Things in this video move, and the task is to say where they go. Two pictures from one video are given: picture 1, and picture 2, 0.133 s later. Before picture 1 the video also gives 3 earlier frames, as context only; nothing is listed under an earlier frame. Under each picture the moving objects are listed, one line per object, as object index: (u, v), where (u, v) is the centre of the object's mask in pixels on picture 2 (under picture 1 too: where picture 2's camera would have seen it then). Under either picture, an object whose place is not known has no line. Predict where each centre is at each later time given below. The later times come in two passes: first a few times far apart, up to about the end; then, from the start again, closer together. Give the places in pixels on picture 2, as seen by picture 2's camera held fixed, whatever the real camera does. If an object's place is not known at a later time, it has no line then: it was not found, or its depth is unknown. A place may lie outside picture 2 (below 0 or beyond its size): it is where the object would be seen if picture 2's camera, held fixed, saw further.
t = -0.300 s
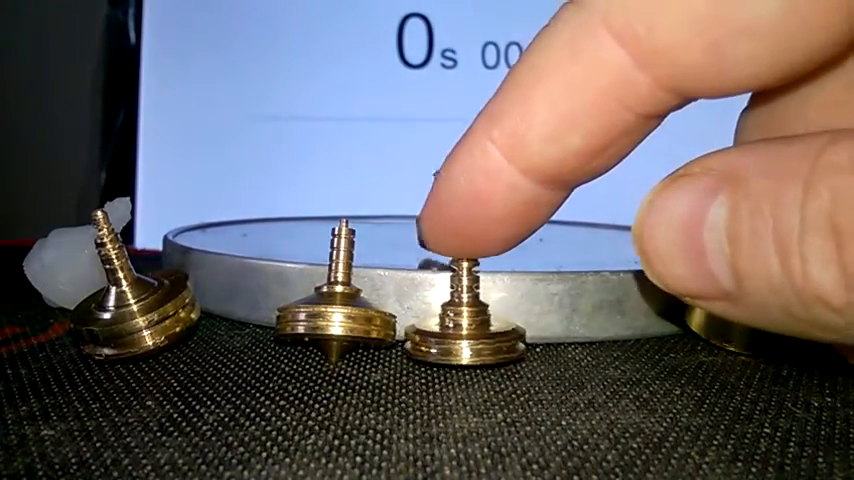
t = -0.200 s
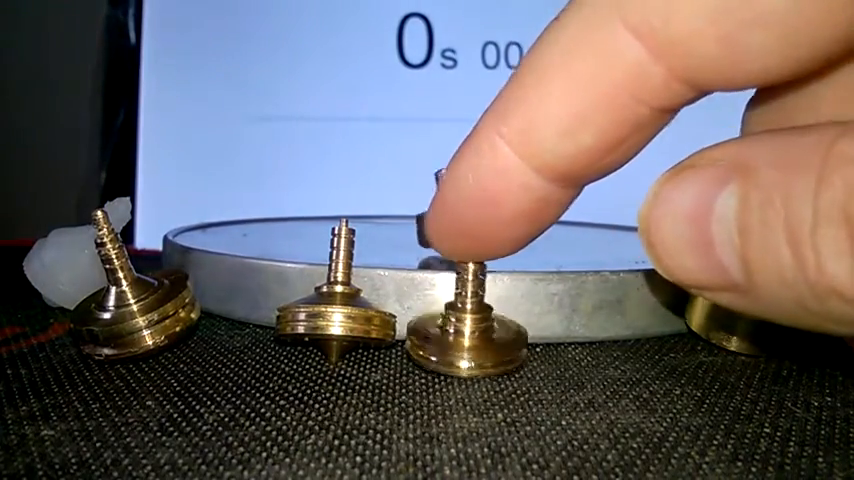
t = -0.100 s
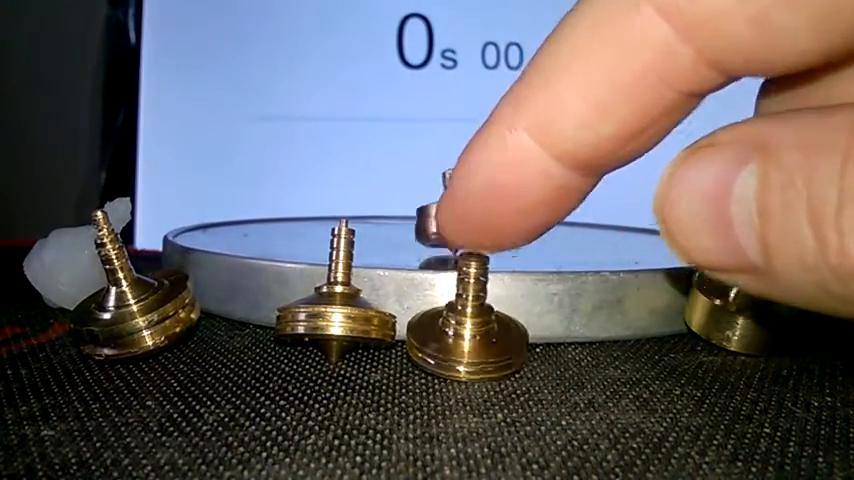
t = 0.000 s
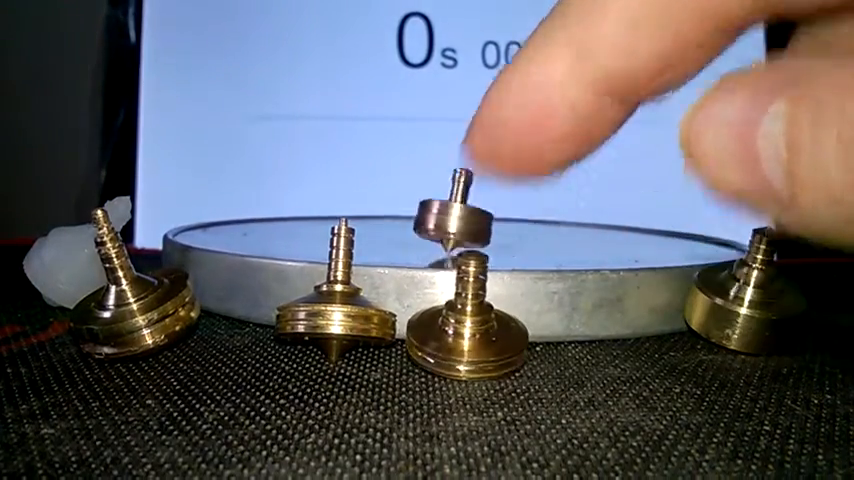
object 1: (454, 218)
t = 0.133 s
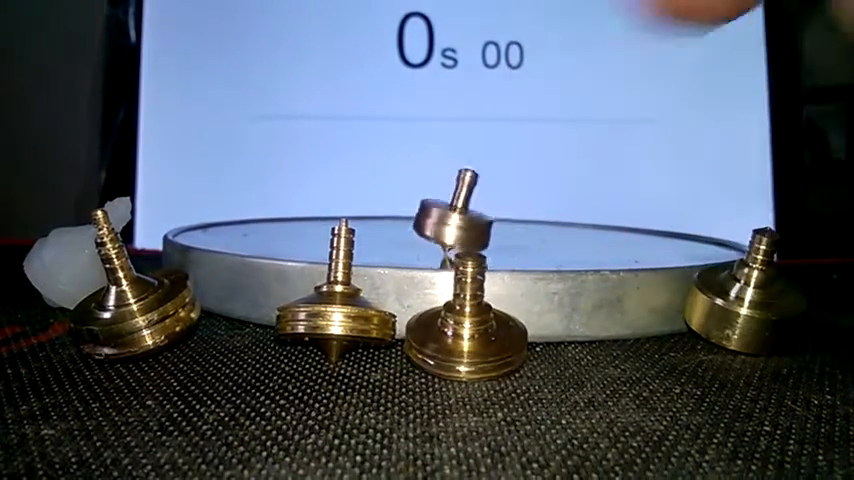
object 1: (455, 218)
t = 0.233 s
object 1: (454, 219)
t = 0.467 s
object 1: (452, 218)
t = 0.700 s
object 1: (454, 218)
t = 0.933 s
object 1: (453, 219)
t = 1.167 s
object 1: (452, 218)
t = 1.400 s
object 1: (453, 218)
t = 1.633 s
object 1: (453, 219)
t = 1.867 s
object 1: (451, 218)
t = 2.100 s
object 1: (453, 218)
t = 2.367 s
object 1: (453, 219)
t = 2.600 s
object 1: (451, 218)
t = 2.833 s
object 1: (453, 217)
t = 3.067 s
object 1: (453, 219)
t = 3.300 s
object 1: (451, 218)
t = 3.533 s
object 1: (453, 217)
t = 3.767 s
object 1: (453, 219)
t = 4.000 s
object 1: (451, 218)
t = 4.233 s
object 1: (453, 218)
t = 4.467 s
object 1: (453, 218)
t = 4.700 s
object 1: (451, 218)
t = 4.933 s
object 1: (453, 217)
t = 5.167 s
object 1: (453, 218)
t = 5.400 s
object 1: (451, 217)
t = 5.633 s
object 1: (453, 217)
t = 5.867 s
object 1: (452, 218)
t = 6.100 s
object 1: (450, 218)
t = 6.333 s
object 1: (453, 217)
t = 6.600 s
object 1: (452, 219)
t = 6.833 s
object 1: (450, 217)
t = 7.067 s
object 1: (453, 217)
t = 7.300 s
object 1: (451, 219)
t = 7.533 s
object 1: (449, 217)
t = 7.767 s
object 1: (452, 217)
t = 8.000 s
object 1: (450, 219)
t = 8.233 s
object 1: (449, 217)
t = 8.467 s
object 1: (452, 217)
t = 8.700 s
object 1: (450, 218)
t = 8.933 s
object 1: (449, 217)
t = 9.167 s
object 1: (452, 217)
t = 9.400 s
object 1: (449, 219)
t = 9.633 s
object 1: (448, 217)
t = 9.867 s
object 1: (451, 218)
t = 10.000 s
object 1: (450, 219)
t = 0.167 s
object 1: (455, 219)
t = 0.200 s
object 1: (454, 219)
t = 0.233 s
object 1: (454, 219)
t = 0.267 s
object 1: (454, 219)
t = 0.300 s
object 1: (454, 219)
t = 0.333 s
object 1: (453, 219)
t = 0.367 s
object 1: (453, 219)
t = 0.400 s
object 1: (453, 218)
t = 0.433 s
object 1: (452, 218)
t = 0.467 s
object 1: (452, 218)
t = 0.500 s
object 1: (452, 217)
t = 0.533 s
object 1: (452, 217)
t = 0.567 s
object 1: (452, 218)
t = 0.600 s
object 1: (453, 218)
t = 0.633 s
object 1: (453, 218)
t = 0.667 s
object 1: (454, 218)
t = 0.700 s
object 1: (454, 218)
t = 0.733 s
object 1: (454, 217)
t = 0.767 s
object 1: (454, 217)
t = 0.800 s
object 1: (454, 218)
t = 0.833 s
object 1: (454, 219)
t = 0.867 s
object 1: (454, 218)
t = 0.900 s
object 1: (454, 219)
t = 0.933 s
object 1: (453, 219)
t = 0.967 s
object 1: (453, 219)
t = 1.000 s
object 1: (453, 219)
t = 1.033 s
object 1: (453, 219)
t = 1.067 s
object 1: (452, 219)
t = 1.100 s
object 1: (452, 219)
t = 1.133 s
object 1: (452, 218)
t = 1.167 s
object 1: (452, 218)
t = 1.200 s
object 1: (452, 218)
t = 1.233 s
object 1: (452, 217)
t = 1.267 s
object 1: (452, 218)
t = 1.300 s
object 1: (452, 218)
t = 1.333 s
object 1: (453, 218)
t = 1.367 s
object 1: (453, 218)
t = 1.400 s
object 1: (453, 218)
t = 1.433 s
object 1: (454, 218)
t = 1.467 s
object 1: (454, 218)
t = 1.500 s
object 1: (454, 219)
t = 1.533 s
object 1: (454, 220)
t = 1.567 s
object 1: (453, 220)
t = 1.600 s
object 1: (453, 220)
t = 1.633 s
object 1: (453, 219)
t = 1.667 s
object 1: (453, 219)
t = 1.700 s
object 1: (453, 219)
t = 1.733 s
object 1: (452, 219)
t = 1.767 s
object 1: (452, 219)
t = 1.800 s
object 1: (452, 219)
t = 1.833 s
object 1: (451, 218)
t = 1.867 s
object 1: (451, 218)
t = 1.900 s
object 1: (451, 218)
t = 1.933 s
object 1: (451, 217)
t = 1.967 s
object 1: (451, 217)
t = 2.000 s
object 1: (452, 218)
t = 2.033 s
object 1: (452, 218)
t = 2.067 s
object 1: (453, 218)
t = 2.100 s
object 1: (453, 218)
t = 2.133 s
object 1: (453, 218)
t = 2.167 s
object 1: (454, 217)
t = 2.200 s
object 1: (454, 218)
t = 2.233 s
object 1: (454, 218)
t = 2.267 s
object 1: (454, 218)
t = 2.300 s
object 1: (453, 219)
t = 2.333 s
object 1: (453, 219)
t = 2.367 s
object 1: (453, 219)
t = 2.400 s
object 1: (453, 219)
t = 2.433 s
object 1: (452, 219)
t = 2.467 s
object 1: (452, 219)
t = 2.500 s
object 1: (452, 219)
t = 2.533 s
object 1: (451, 218)
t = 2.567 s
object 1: (451, 218)
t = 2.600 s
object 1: (451, 218)
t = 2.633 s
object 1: (451, 217)
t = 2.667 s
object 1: (451, 217)
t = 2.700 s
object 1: (451, 217)
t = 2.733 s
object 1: (452, 218)
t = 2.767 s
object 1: (452, 218)
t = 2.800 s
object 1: (453, 218)
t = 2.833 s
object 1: (453, 217)
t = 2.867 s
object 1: (453, 217)
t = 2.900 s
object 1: (454, 217)
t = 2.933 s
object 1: (454, 218)
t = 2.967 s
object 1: (453, 218)
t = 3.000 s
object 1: (453, 218)
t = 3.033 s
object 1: (453, 218)
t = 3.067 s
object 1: (453, 219)
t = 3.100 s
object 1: (453, 219)
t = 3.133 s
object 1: (452, 219)
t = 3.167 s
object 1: (452, 219)
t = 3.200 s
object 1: (452, 218)
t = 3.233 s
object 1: (451, 218)
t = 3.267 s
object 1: (451, 218)
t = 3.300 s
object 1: (451, 218)
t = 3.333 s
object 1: (451, 217)
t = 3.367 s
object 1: (451, 217)
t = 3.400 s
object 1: (451, 217)
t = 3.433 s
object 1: (452, 217)
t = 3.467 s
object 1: (452, 218)
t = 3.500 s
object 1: (453, 218)
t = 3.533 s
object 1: (453, 217)
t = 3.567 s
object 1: (453, 217)
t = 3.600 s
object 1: (454, 217)
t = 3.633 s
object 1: (454, 218)
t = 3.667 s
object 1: (454, 218)
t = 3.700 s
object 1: (453, 218)
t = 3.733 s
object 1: (453, 218)
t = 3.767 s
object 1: (453, 219)
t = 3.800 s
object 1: (453, 219)
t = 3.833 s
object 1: (452, 219)
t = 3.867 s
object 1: (452, 219)
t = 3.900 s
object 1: (452, 218)
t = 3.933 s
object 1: (451, 218)
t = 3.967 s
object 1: (451, 218)
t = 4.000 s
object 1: (451, 218)
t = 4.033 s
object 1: (451, 217)
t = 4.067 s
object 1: (451, 217)
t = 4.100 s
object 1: (451, 217)
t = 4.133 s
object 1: (452, 217)
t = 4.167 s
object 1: (452, 217)
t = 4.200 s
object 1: (452, 217)
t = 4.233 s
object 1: (453, 218)
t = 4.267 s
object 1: (453, 217)
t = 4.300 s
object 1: (454, 217)
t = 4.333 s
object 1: (454, 218)
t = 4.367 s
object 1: (453, 218)
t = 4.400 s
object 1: (453, 218)
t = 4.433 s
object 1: (453, 218)
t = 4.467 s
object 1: (453, 218)
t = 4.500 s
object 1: (453, 219)
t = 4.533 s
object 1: (453, 219)
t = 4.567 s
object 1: (452, 219)
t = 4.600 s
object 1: (452, 219)
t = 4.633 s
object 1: (451, 218)
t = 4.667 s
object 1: (451, 218)
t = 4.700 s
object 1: (451, 218)
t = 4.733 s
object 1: (451, 217)
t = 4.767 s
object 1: (451, 217)
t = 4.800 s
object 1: (451, 217)
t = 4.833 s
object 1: (451, 218)
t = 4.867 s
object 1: (452, 218)
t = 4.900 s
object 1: (452, 218)
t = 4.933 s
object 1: (453, 217)
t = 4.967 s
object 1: (453, 217)
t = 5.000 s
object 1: (453, 217)
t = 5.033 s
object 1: (453, 217)
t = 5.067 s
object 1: (453, 218)
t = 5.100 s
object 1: (453, 218)
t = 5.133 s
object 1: (453, 218)
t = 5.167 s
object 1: (453, 218)
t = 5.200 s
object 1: (453, 218)
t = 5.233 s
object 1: (452, 219)
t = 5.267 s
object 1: (452, 218)
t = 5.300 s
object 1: (452, 218)
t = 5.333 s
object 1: (451, 218)
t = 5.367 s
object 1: (451, 217)
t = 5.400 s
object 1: (451, 217)
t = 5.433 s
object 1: (450, 217)
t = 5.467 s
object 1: (451, 217)
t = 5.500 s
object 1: (451, 217)
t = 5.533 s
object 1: (451, 217)
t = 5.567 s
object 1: (452, 217)
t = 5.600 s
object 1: (452, 217)
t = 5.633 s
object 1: (453, 217)
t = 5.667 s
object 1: (453, 217)
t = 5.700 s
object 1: (453, 217)
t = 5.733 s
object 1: (453, 217)
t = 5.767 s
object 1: (453, 218)
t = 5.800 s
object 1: (453, 218)
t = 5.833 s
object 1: (453, 218)
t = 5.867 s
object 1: (452, 218)
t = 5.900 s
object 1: (452, 219)
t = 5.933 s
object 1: (452, 219)
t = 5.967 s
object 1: (451, 219)
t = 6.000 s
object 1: (451, 219)
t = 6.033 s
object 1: (451, 218)
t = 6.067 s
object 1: (450, 218)
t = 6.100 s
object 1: (450, 218)
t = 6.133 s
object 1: (450, 217)
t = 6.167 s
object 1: (451, 217)
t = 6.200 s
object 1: (451, 217)
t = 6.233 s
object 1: (451, 217)
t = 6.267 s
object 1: (452, 217)
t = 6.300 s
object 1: (452, 217)
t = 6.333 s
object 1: (453, 217)
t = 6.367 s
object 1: (453, 217)
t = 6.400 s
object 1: (453, 217)
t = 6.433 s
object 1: (453, 217)
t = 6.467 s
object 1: (453, 218)
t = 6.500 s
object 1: (453, 218)
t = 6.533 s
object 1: (453, 218)
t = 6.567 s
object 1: (452, 218)
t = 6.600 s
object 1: (452, 219)
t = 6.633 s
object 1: (451, 219)
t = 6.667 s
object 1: (451, 218)
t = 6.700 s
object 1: (451, 218)
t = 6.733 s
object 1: (451, 218)
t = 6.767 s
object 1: (450, 218)
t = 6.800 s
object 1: (450, 217)
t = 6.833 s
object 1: (450, 217)
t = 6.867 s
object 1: (451, 217)
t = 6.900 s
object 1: (451, 217)
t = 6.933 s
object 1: (452, 217)
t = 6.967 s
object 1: (452, 218)
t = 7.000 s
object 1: (452, 218)
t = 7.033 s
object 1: (453, 217)
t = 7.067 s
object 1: (453, 217)
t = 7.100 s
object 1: (453, 217)
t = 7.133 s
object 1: (453, 218)
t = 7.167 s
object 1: (453, 218)
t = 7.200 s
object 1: (452, 218)
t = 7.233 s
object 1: (452, 219)
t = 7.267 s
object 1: (452, 219)
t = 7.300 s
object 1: (451, 219)
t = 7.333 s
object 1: (451, 219)
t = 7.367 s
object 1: (450, 218)
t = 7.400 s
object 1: (450, 218)
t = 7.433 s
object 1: (450, 218)
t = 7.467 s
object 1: (449, 218)
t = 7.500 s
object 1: (449, 217)
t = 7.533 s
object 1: (449, 217)
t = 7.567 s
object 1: (450, 217)
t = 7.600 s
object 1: (450, 217)
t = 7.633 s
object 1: (451, 218)
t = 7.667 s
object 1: (451, 217)
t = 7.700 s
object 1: (452, 217)
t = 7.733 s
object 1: (452, 217)
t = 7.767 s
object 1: (452, 217)
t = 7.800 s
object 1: (452, 217)
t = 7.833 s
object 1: (452, 218)
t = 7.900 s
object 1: (452, 218)
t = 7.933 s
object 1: (451, 218)
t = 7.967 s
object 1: (451, 219)
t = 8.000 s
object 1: (450, 219)
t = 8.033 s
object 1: (450, 218)
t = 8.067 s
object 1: (450, 218)
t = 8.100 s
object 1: (449, 218)
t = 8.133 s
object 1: (449, 218)
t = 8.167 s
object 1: (449, 217)
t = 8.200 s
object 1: (449, 217)
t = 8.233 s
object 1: (449, 217)
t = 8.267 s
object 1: (449, 217)
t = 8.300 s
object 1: (450, 217)
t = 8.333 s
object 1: (450, 217)
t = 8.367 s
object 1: (451, 217)
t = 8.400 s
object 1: (451, 217)
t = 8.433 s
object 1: (451, 217)
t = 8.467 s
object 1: (452, 217)
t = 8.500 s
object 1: (452, 217)
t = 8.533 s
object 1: (452, 218)
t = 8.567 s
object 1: (452, 218)
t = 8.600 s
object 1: (451, 218)
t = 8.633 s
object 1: (451, 219)
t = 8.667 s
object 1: (450, 219)
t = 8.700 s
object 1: (450, 218)
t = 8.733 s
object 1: (450, 218)
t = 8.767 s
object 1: (449, 218)
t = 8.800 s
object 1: (449, 218)
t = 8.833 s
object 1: (449, 217)
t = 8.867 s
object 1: (449, 217)
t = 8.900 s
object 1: (448, 217)
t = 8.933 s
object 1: (449, 217)
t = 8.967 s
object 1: (449, 217)
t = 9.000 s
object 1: (450, 217)
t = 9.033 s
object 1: (450, 218)
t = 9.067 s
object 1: (451, 217)
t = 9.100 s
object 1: (451, 217)
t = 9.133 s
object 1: (452, 217)
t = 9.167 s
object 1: (452, 217)
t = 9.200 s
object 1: (452, 218)
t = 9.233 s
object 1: (452, 218)
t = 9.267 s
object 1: (451, 218)
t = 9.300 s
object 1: (451, 219)
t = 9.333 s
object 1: (450, 219)
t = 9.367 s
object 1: (450, 219)
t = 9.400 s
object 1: (449, 219)
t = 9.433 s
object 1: (449, 218)
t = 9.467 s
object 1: (448, 218)
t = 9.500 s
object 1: (448, 217)
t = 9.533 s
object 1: (448, 217)
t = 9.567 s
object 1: (448, 217)
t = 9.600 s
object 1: (448, 217)
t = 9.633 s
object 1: (448, 217)
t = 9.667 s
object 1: (449, 217)
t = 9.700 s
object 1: (450, 218)
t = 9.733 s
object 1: (450, 218)
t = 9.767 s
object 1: (451, 217)
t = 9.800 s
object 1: (451, 218)
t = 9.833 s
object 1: (451, 217)
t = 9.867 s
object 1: (451, 218)
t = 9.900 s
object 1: (451, 218)
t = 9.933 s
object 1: (451, 218)
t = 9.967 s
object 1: (451, 218)
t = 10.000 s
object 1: (450, 219)
